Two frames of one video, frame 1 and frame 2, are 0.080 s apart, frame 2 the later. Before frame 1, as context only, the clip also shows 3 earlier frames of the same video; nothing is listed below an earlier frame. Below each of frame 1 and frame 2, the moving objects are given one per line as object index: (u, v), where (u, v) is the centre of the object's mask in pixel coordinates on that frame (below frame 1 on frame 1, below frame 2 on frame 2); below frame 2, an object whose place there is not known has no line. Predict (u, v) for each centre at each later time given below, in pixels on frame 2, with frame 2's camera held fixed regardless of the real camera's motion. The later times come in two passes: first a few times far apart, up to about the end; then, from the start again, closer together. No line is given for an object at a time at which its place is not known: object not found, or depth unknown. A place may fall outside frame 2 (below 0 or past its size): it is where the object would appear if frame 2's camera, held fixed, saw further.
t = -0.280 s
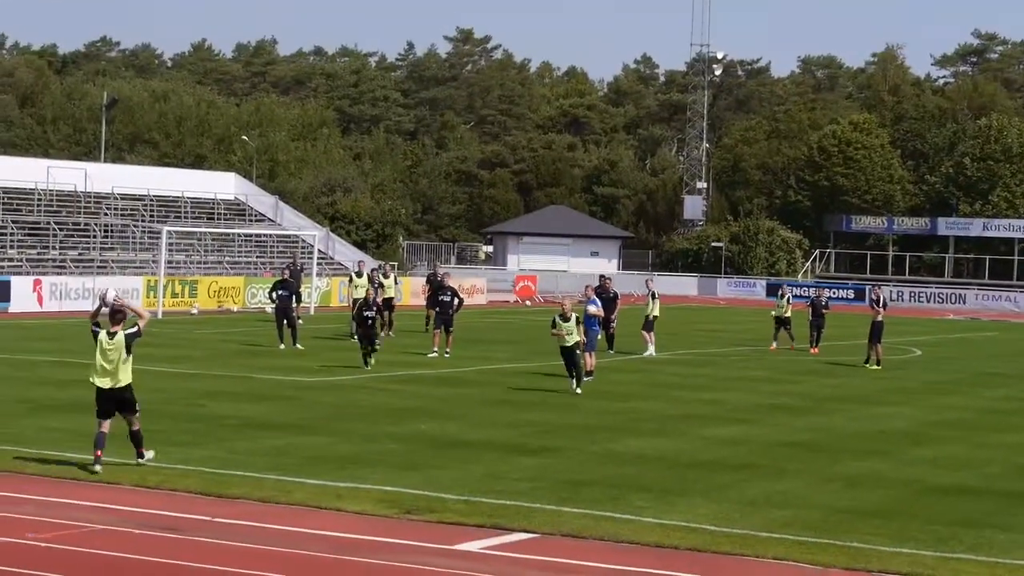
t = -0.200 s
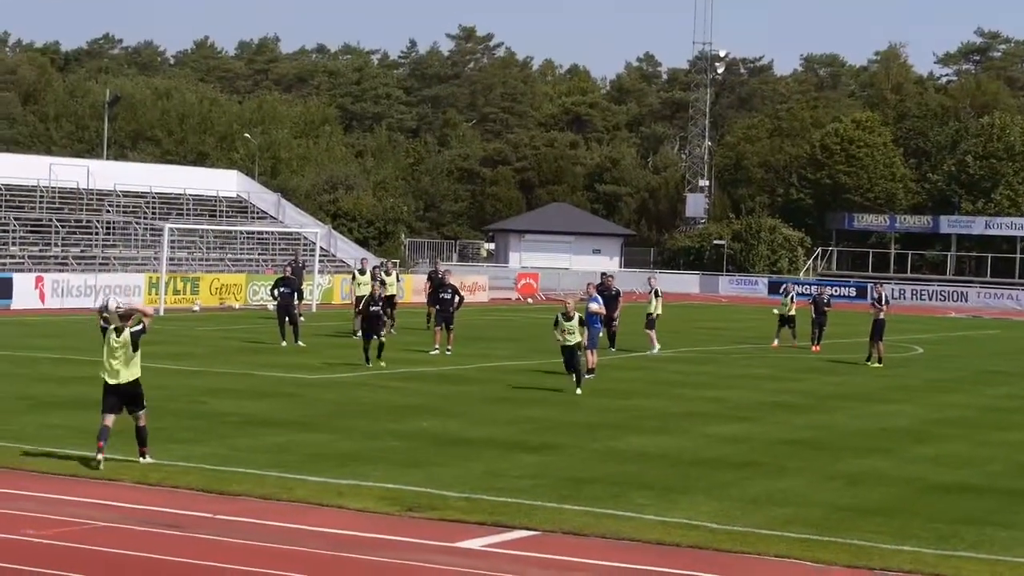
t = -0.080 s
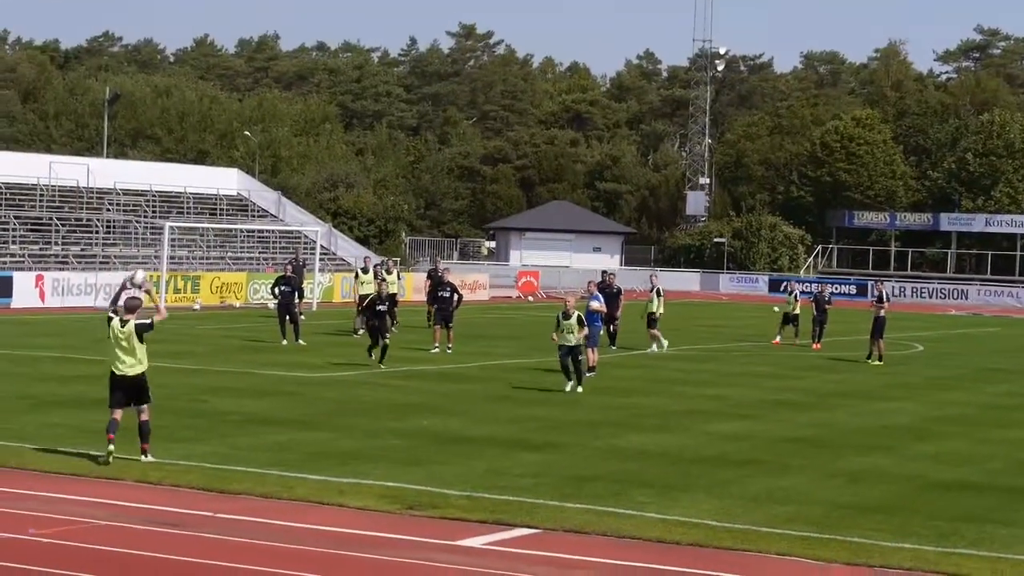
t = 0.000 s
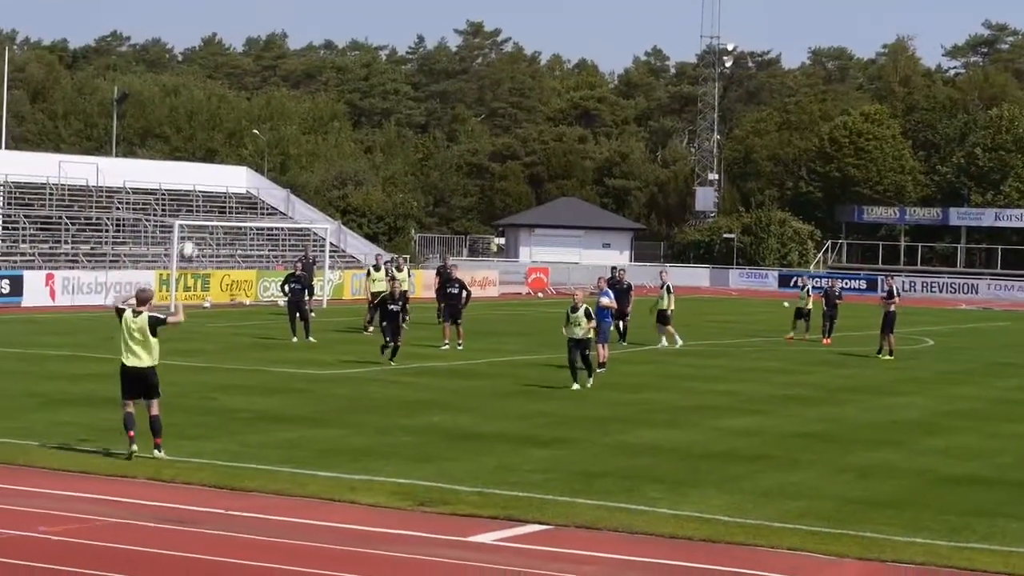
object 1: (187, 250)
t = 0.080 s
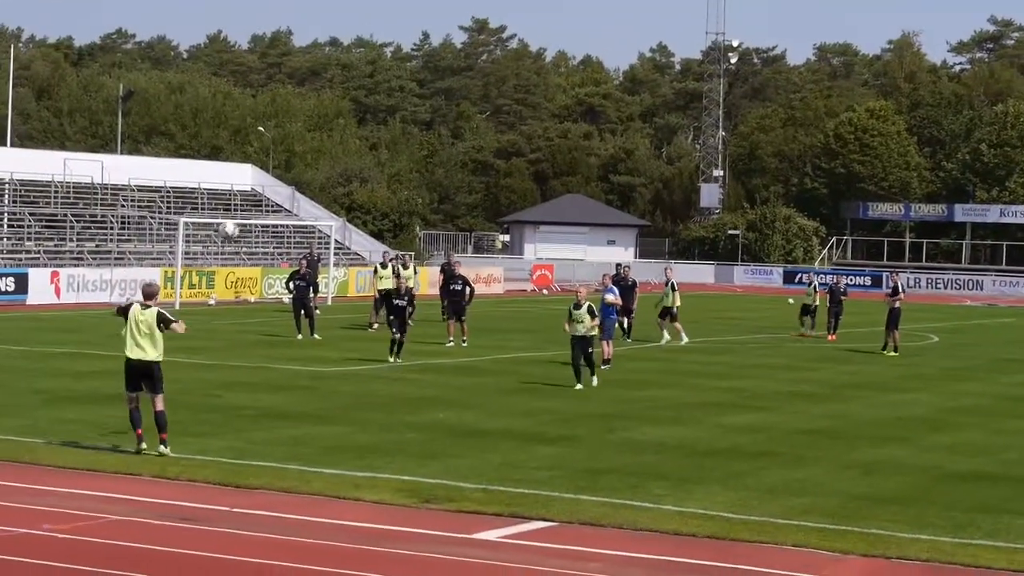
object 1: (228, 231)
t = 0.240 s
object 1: (292, 215)
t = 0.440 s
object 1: (362, 222)
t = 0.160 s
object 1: (262, 218)
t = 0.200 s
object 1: (279, 214)
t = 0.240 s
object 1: (292, 215)
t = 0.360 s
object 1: (335, 216)
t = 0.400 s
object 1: (349, 219)
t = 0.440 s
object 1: (362, 222)
